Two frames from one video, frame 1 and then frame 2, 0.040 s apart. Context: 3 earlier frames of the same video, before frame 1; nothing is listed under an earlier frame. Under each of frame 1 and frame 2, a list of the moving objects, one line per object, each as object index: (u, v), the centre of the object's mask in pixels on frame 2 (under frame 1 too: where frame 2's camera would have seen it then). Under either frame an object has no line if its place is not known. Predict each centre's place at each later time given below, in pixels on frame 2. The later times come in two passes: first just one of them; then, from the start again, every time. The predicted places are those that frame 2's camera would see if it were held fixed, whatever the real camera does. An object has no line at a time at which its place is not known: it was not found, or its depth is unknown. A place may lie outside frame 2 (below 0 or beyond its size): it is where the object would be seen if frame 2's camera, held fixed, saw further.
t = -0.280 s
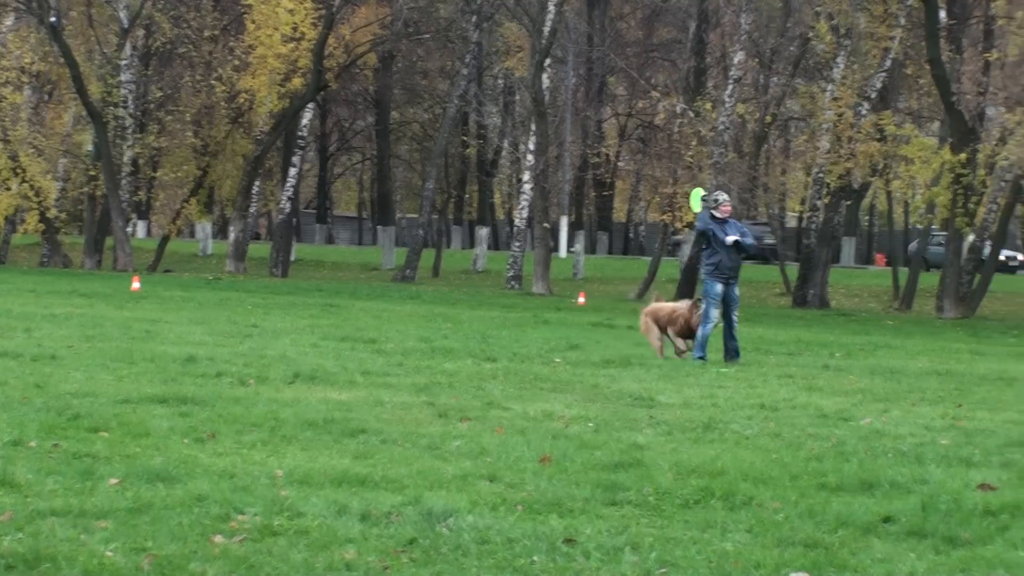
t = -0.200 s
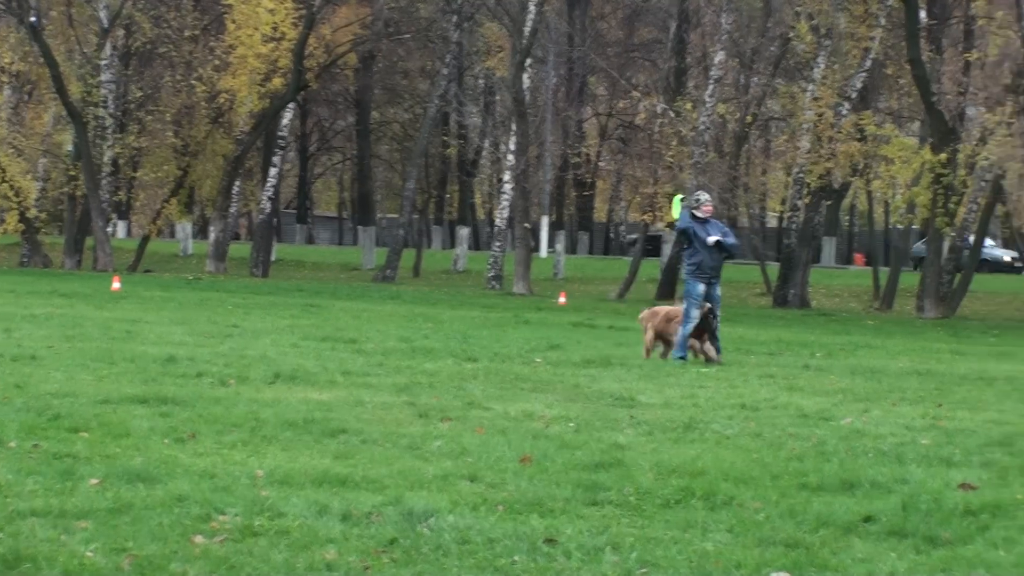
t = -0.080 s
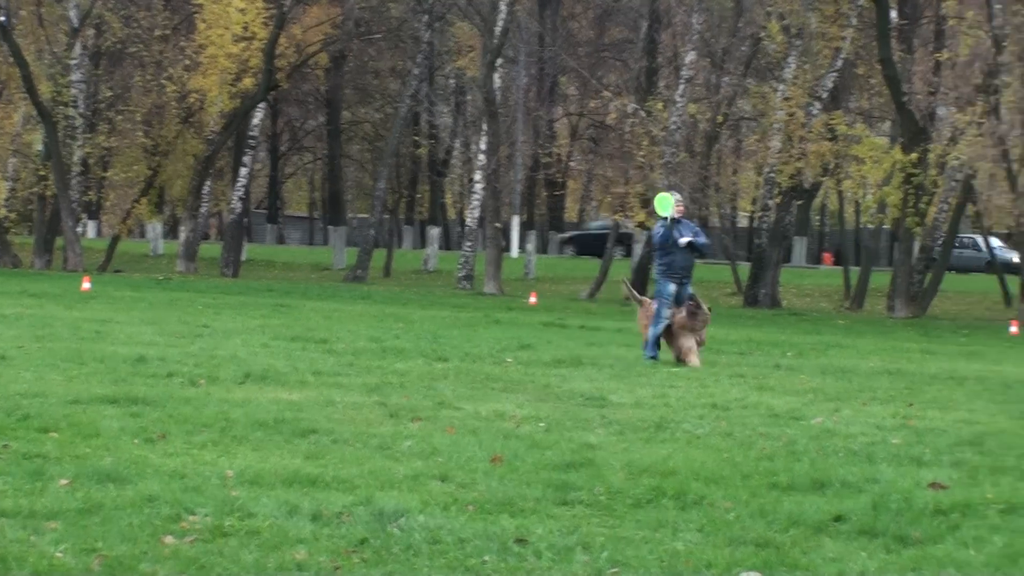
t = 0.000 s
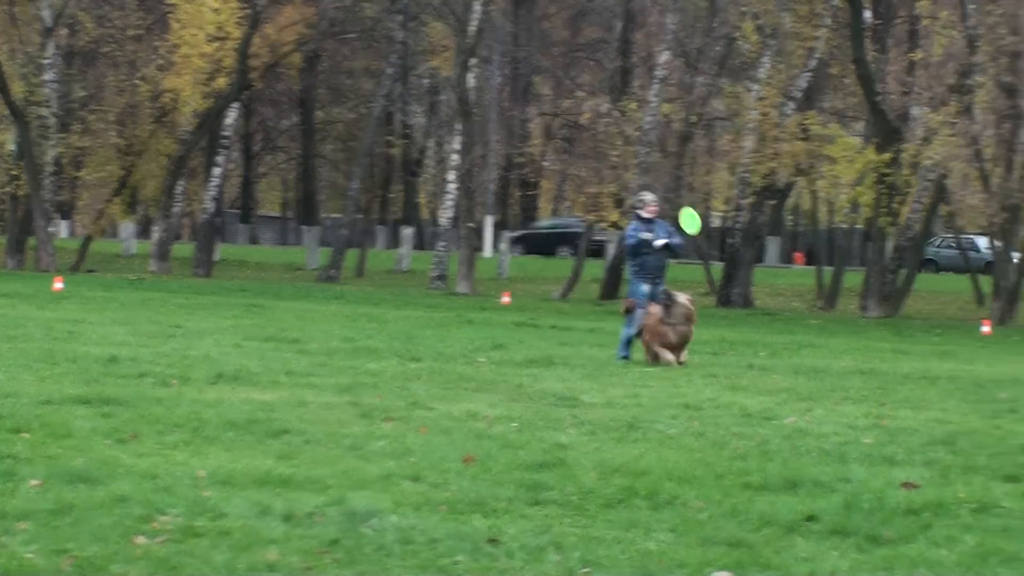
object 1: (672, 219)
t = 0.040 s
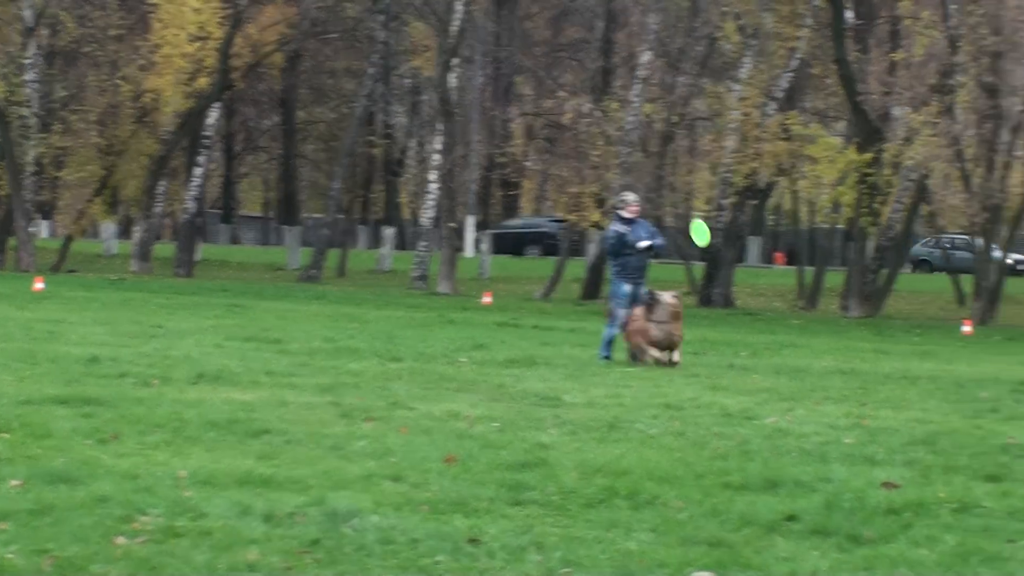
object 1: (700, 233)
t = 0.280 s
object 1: (891, 342)
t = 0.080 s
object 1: (728, 247)
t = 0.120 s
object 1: (759, 261)
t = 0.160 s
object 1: (791, 278)
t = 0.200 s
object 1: (823, 297)
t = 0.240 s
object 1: (856, 318)
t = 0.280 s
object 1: (891, 342)
